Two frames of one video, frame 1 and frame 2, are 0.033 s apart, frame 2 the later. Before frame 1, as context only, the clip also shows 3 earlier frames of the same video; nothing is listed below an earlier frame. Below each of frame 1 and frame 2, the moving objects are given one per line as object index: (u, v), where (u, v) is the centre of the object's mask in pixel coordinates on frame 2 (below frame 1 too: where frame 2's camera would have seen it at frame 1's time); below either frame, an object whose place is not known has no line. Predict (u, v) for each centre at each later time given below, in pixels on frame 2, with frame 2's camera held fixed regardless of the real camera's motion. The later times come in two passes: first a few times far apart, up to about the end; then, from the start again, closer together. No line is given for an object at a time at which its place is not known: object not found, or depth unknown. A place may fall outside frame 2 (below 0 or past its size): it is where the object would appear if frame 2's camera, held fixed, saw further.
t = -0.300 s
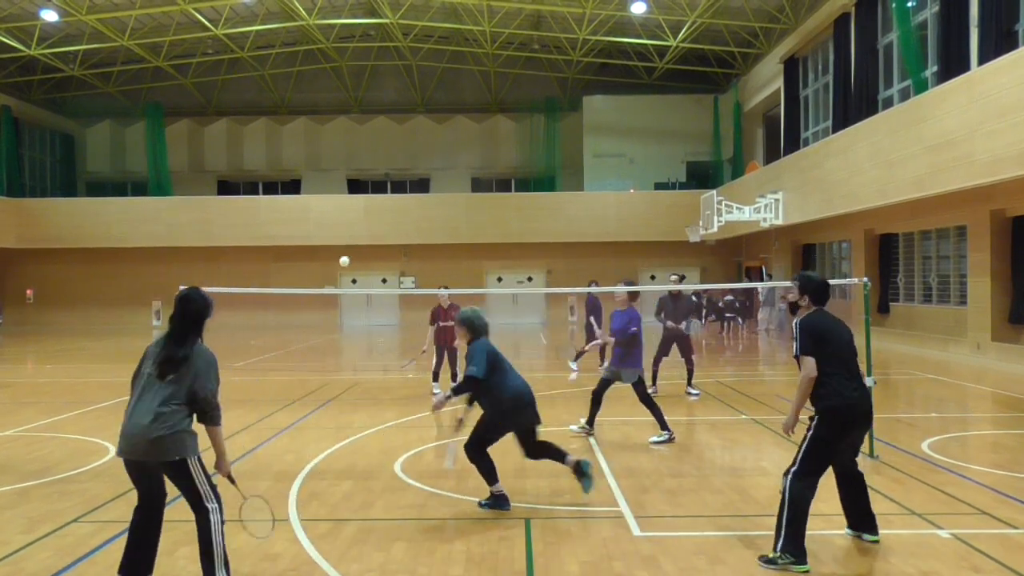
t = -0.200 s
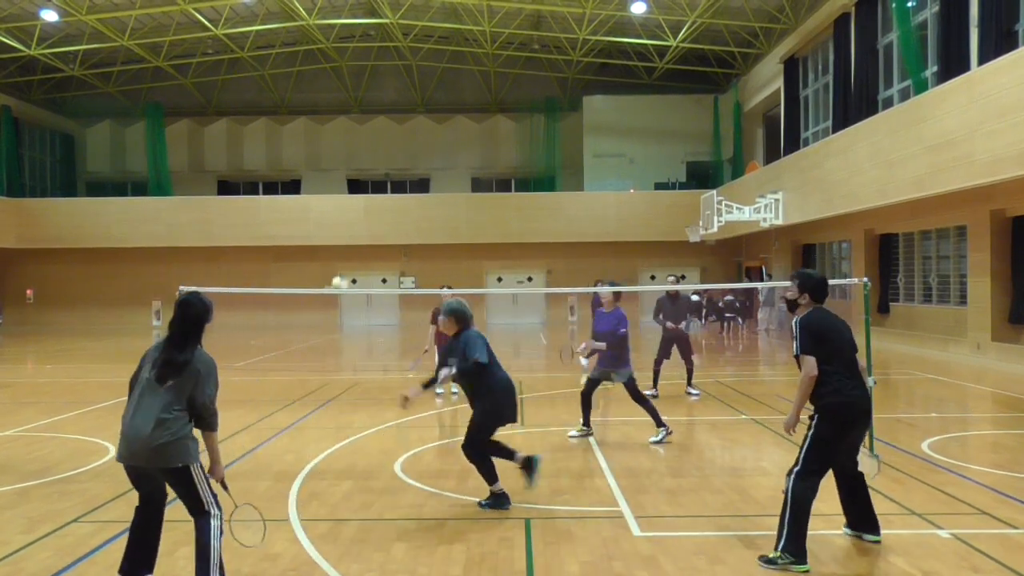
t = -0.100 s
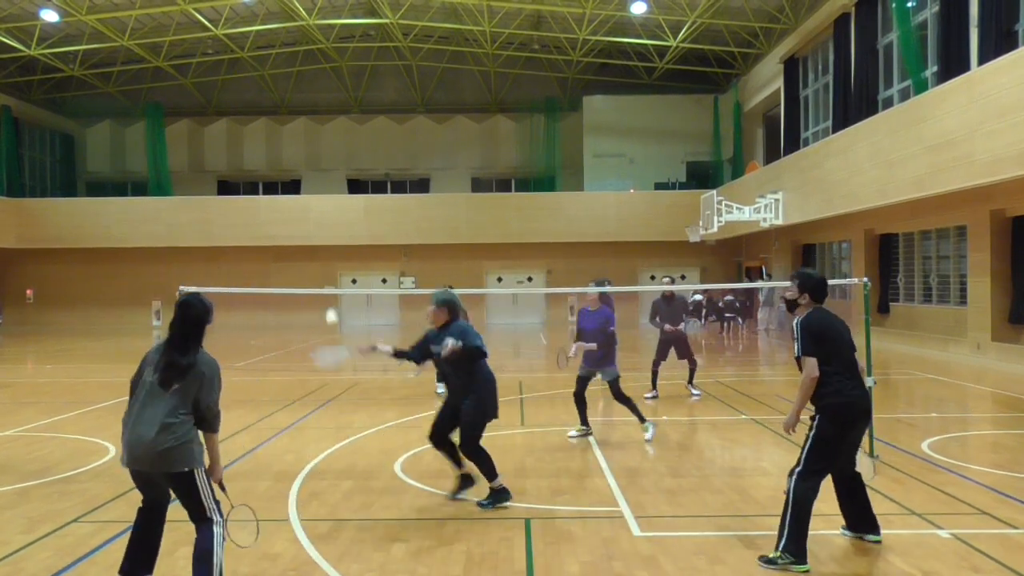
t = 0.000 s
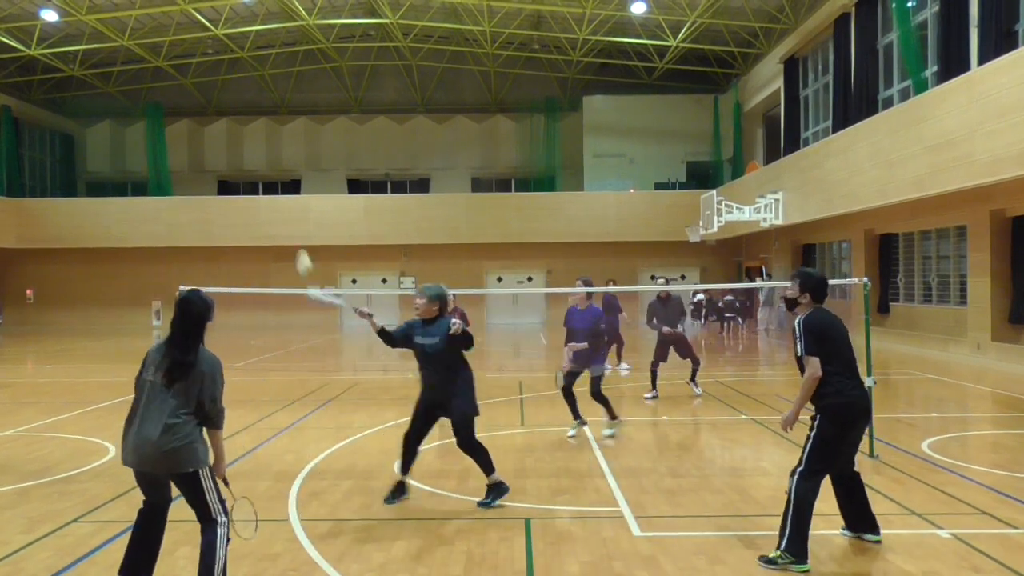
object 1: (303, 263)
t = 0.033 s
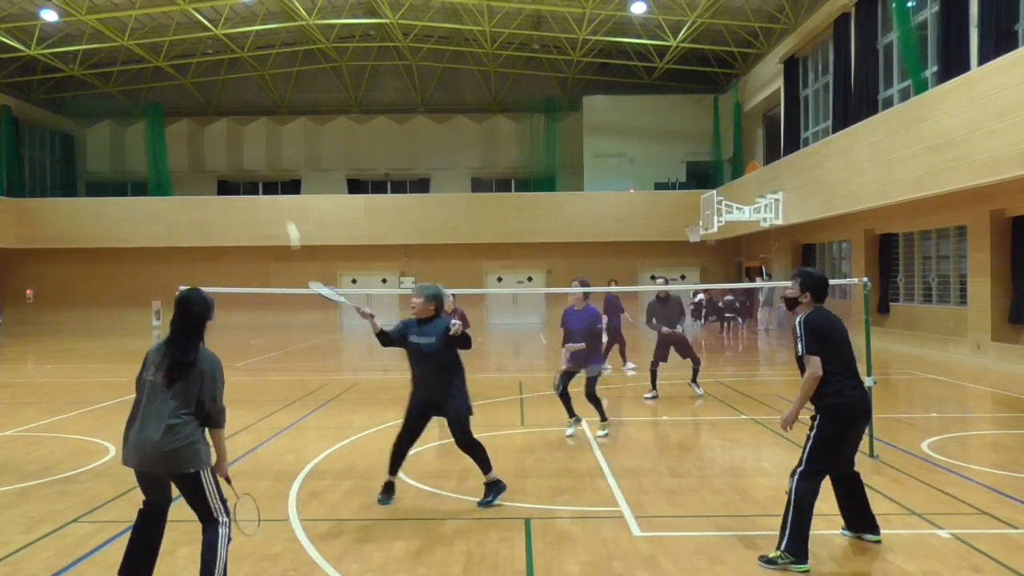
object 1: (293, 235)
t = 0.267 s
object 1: (217, 94)
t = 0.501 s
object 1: (145, 48)
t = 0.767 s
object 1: (63, 100)
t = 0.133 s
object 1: (260, 162)
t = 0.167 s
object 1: (249, 143)
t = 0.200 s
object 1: (238, 124)
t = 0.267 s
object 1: (217, 94)
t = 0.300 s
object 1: (207, 82)
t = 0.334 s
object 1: (197, 72)
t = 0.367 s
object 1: (186, 64)
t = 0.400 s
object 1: (176, 57)
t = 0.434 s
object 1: (165, 52)
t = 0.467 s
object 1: (155, 49)
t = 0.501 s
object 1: (145, 48)
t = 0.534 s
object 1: (135, 48)
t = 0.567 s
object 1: (125, 51)
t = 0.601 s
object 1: (114, 54)
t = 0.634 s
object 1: (103, 60)
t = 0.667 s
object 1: (93, 67)
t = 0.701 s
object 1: (83, 76)
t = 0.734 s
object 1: (73, 86)
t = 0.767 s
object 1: (63, 100)
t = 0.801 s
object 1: (54, 114)
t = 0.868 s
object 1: (36, 149)
